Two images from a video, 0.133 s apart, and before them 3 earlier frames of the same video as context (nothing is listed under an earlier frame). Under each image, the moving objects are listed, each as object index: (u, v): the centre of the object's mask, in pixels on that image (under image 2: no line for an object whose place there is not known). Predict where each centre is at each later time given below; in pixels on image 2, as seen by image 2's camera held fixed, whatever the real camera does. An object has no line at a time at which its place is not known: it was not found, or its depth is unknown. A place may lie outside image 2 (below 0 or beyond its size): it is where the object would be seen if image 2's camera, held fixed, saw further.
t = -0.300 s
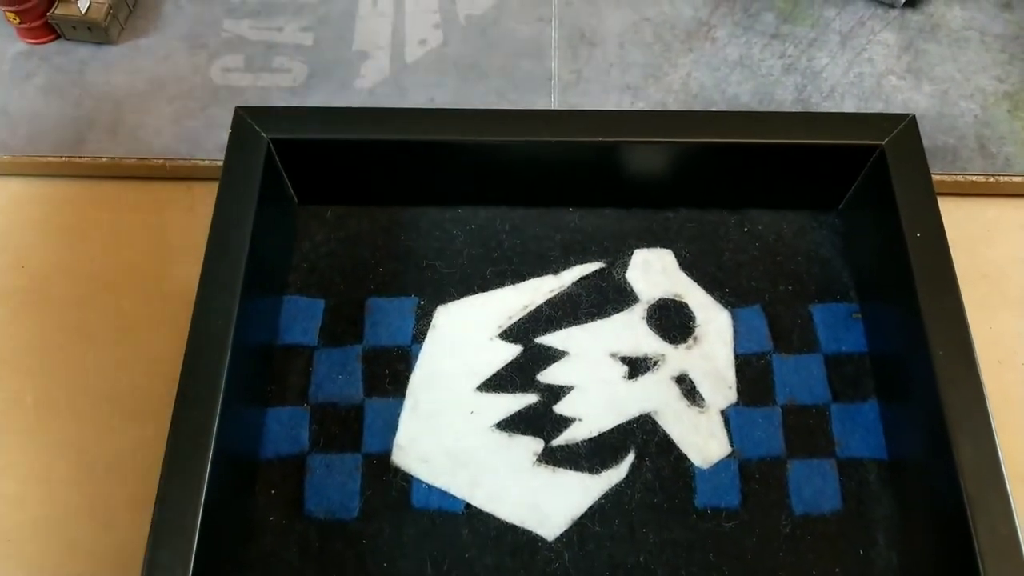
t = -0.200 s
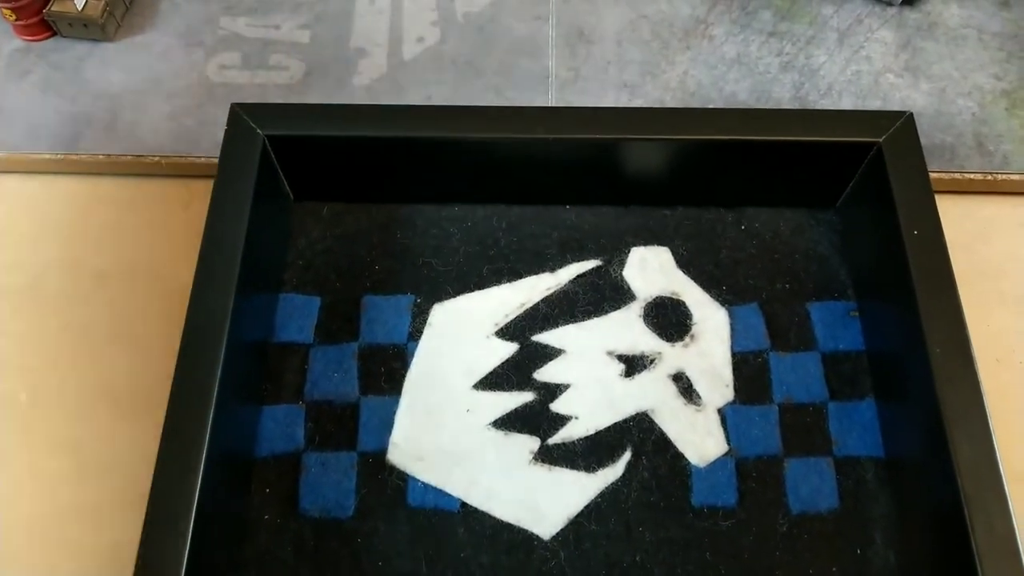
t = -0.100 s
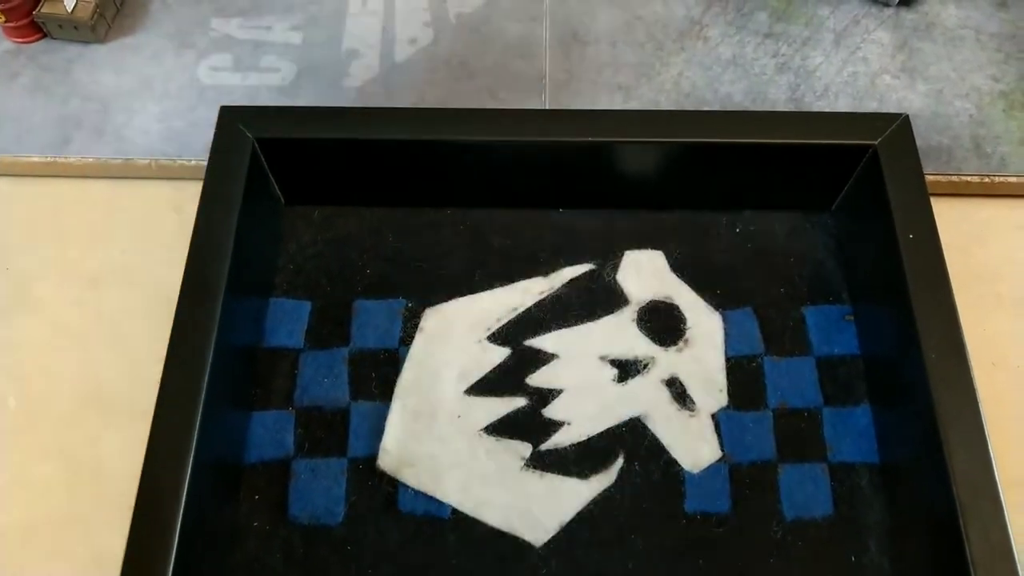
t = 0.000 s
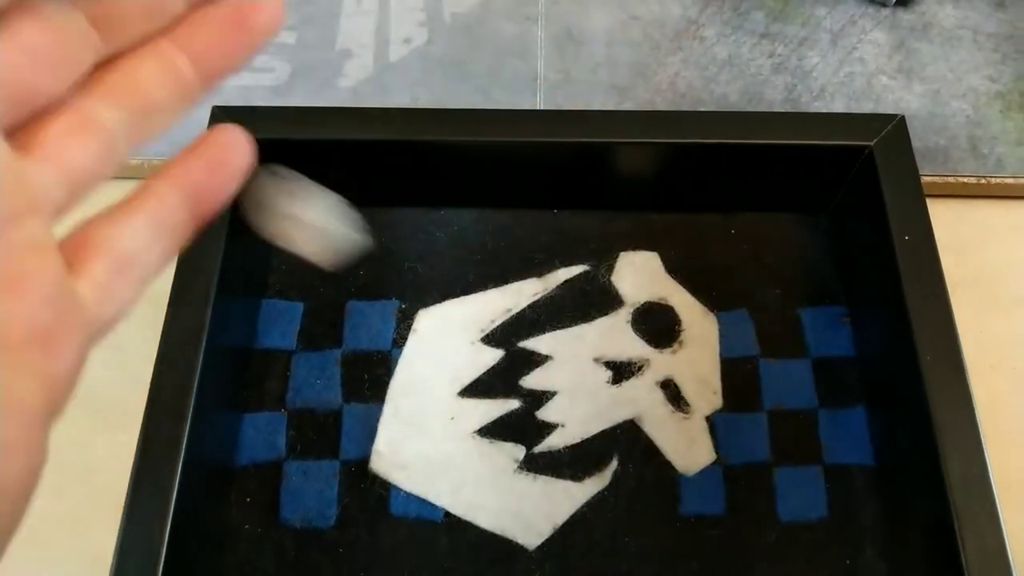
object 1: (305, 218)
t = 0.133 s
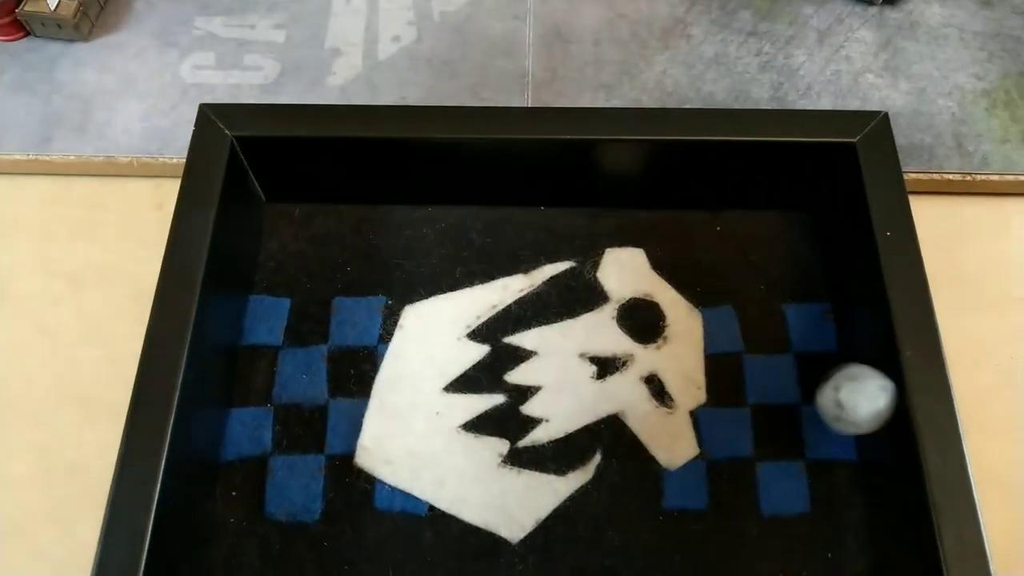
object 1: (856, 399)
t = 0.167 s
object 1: (795, 429)
